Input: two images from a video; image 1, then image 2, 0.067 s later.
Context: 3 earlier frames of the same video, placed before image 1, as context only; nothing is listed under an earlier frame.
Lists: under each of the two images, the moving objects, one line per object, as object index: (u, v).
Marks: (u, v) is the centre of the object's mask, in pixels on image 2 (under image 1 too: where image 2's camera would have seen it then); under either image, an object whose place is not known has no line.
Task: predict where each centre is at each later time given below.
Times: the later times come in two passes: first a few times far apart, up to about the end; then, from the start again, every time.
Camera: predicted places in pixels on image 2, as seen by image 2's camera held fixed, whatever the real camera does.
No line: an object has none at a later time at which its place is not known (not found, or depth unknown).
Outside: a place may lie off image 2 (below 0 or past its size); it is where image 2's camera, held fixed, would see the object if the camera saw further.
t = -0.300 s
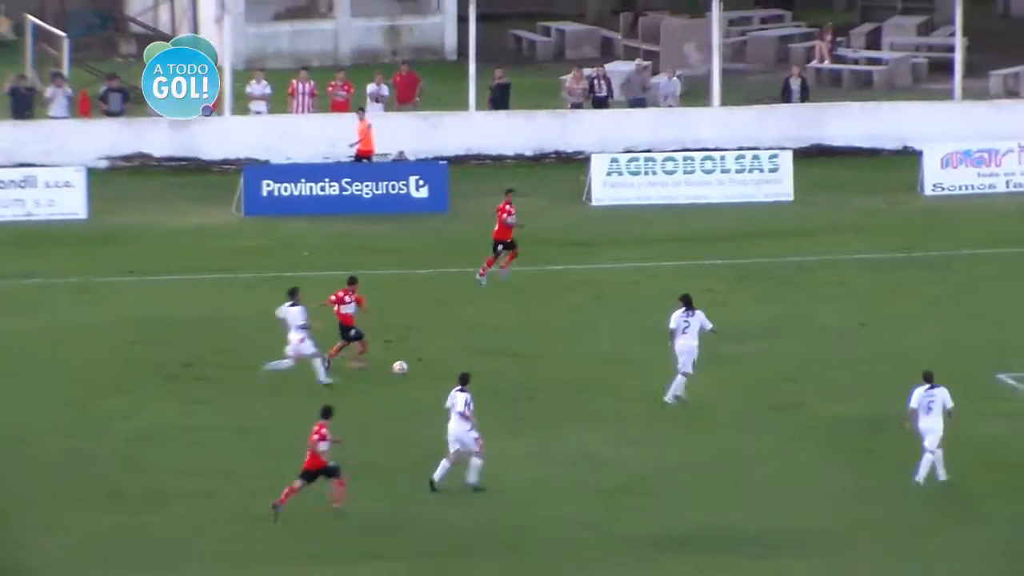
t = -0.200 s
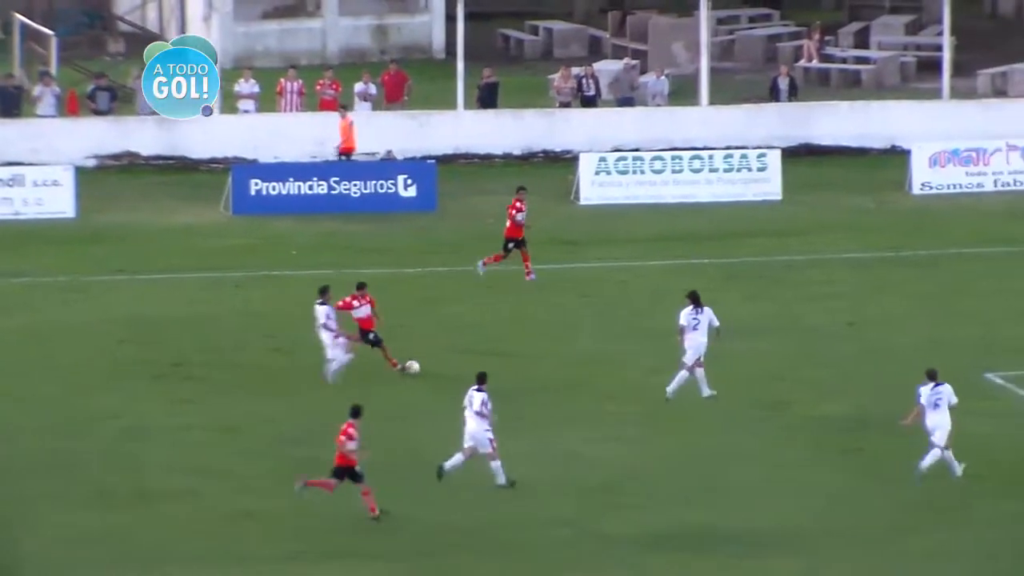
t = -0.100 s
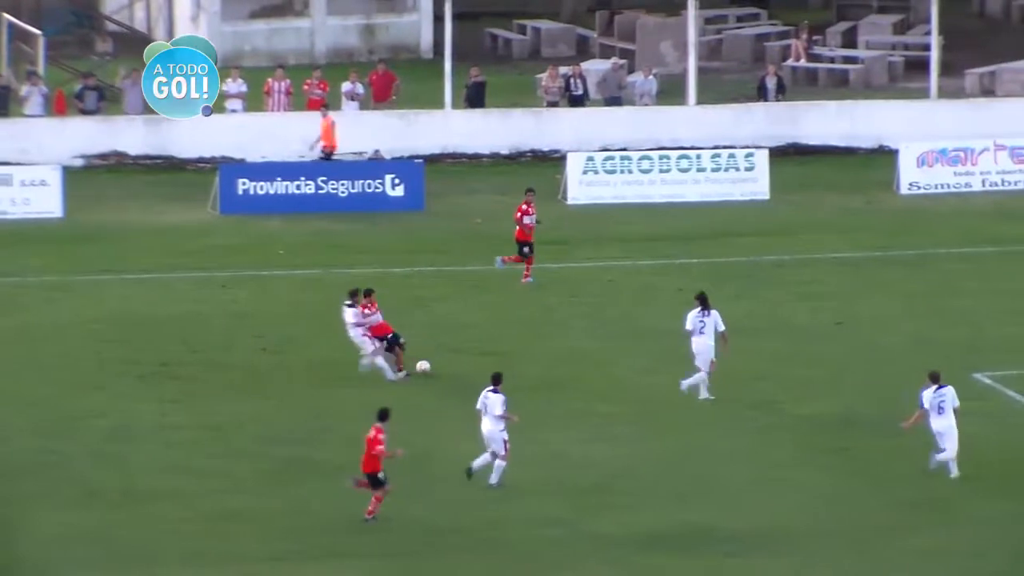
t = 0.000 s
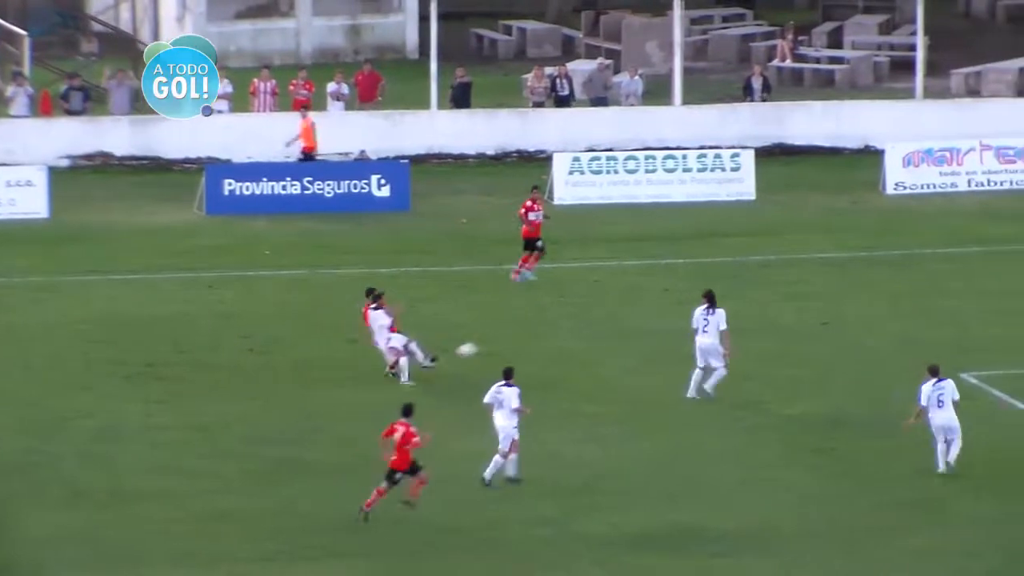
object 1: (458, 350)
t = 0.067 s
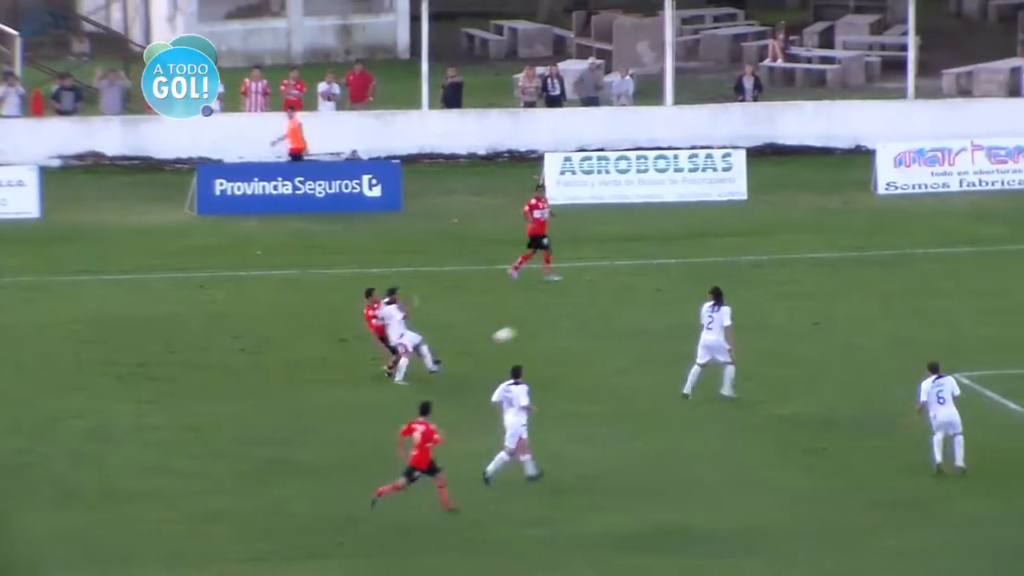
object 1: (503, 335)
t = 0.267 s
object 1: (636, 299)
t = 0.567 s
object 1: (804, 273)
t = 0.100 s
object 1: (527, 327)
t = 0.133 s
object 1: (549, 321)
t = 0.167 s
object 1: (572, 315)
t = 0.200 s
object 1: (594, 309)
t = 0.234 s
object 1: (615, 305)
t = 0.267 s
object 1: (636, 299)
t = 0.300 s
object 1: (657, 294)
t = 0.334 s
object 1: (678, 290)
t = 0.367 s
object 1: (698, 287)
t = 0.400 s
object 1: (717, 283)
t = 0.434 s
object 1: (736, 281)
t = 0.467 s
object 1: (754, 278)
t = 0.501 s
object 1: (769, 275)
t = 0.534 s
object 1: (786, 274)
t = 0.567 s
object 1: (804, 273)
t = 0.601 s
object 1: (822, 273)
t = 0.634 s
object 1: (841, 273)
